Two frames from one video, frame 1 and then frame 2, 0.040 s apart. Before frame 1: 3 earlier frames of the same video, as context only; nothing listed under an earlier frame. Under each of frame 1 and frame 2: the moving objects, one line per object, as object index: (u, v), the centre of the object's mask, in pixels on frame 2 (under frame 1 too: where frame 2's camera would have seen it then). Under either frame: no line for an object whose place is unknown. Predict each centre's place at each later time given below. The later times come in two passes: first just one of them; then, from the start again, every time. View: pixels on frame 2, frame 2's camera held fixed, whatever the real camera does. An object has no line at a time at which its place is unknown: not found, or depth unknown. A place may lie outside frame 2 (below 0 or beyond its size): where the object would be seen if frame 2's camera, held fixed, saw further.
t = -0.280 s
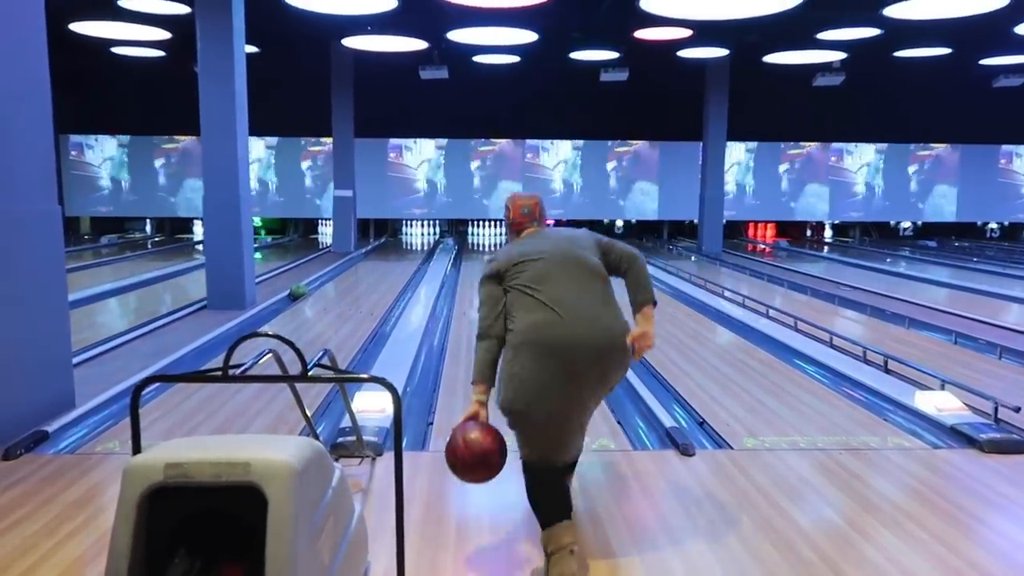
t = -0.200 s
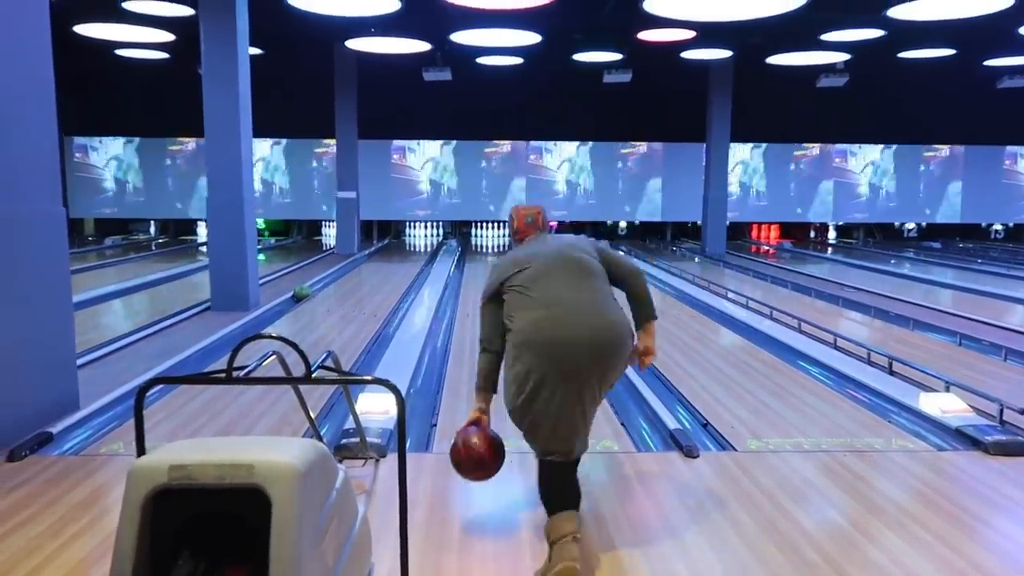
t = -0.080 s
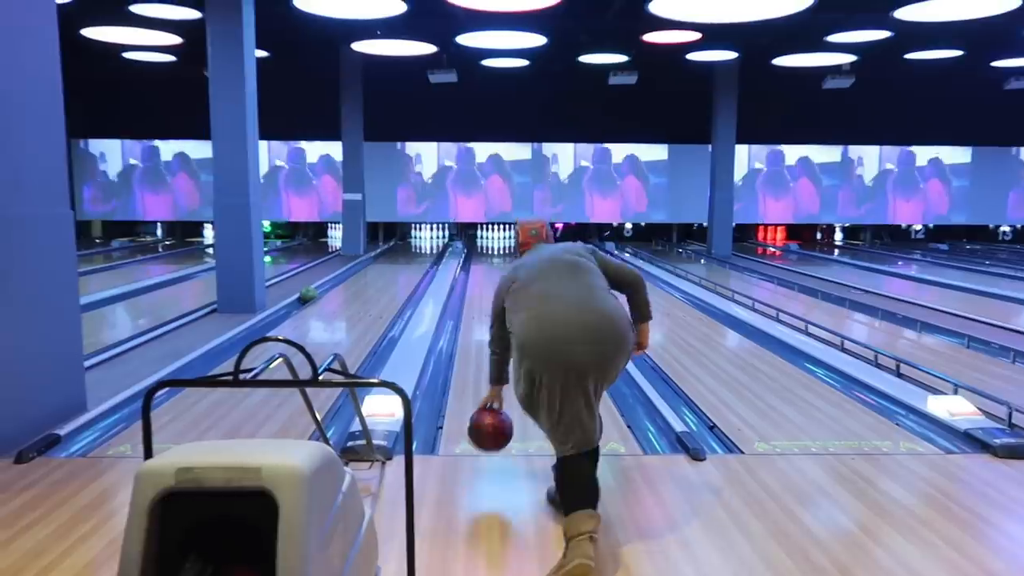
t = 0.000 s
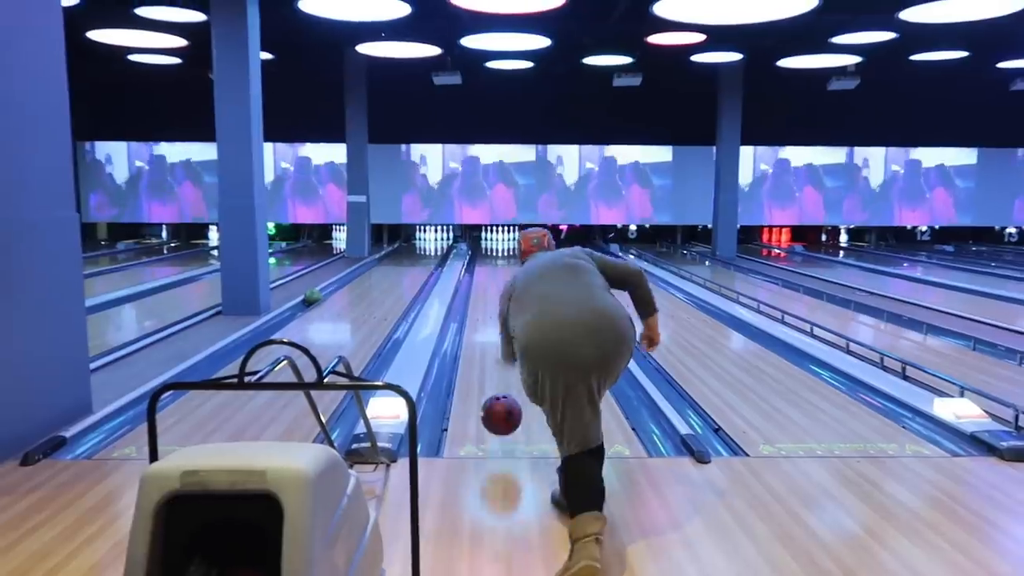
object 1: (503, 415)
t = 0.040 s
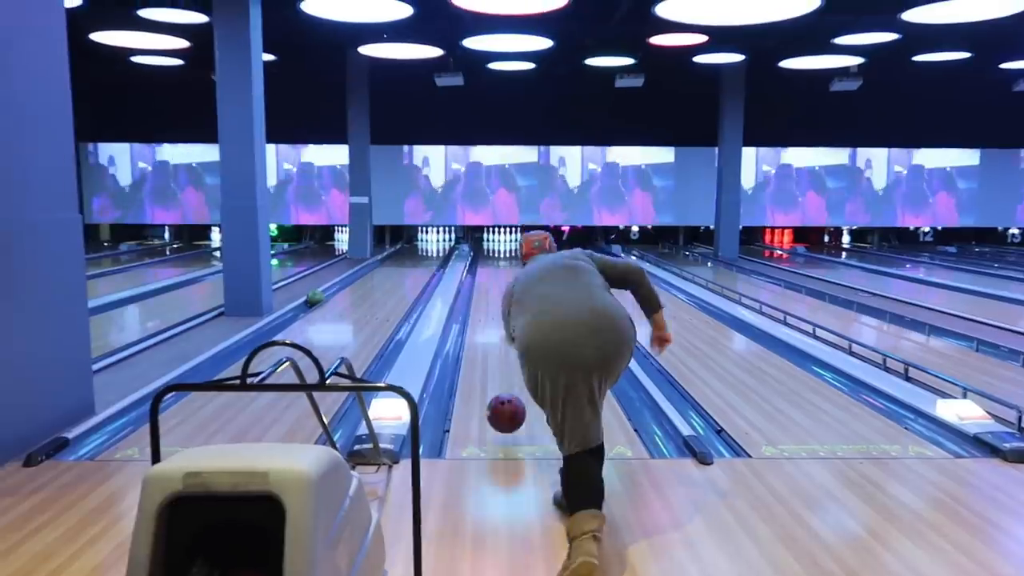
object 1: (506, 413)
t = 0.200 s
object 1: (512, 389)
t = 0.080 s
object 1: (508, 413)
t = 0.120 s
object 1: (511, 404)
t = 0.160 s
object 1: (512, 396)
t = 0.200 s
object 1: (512, 389)
